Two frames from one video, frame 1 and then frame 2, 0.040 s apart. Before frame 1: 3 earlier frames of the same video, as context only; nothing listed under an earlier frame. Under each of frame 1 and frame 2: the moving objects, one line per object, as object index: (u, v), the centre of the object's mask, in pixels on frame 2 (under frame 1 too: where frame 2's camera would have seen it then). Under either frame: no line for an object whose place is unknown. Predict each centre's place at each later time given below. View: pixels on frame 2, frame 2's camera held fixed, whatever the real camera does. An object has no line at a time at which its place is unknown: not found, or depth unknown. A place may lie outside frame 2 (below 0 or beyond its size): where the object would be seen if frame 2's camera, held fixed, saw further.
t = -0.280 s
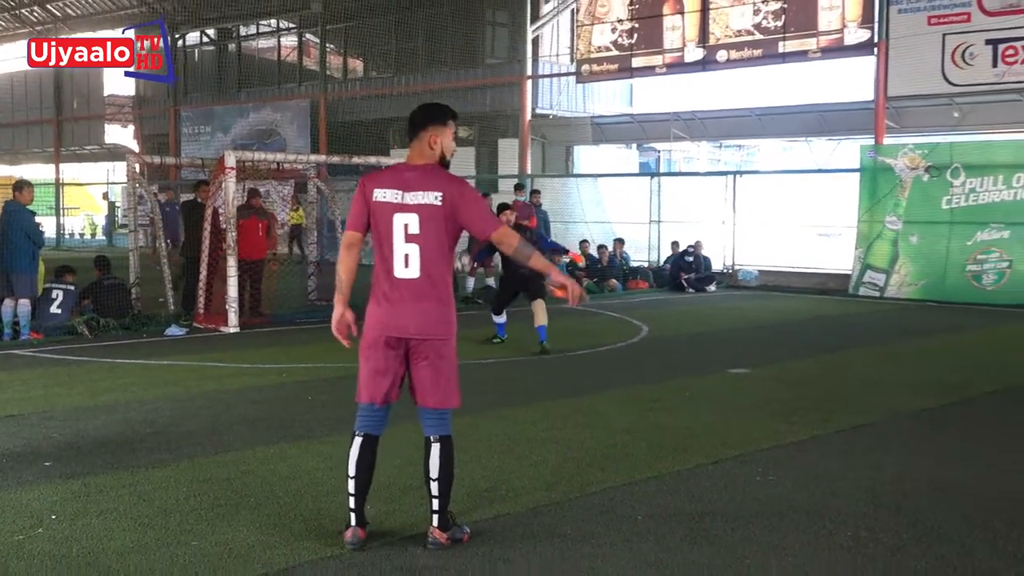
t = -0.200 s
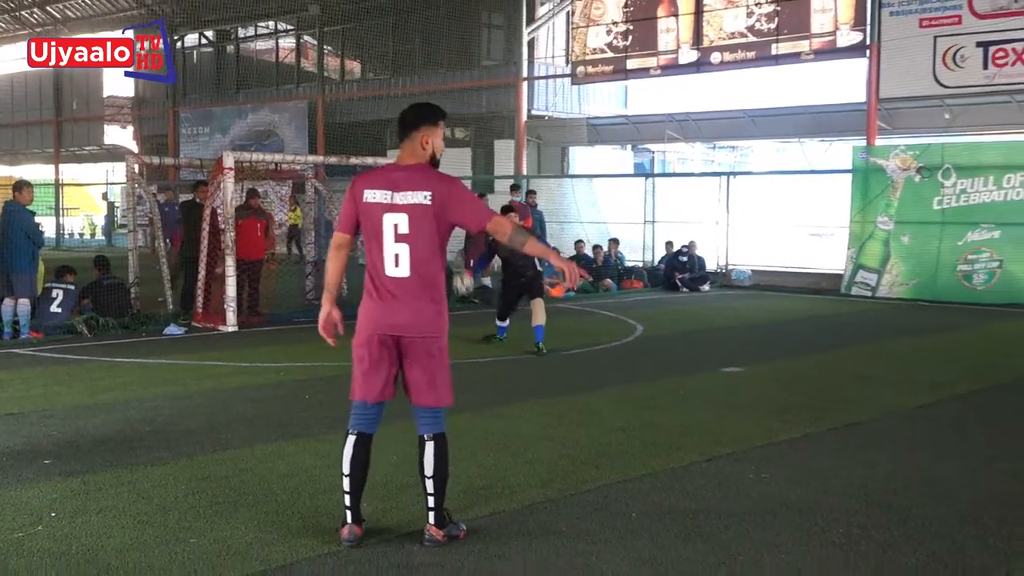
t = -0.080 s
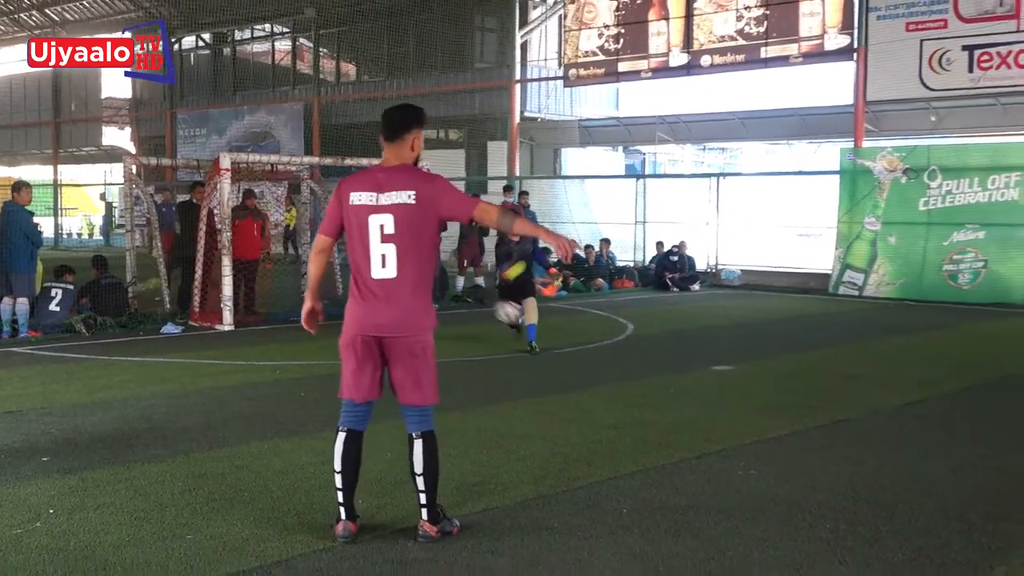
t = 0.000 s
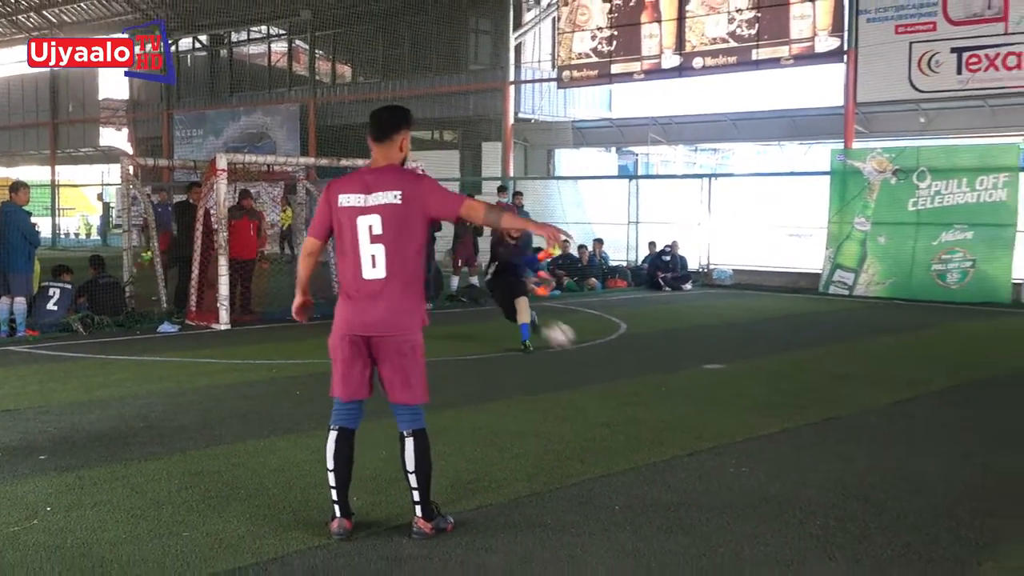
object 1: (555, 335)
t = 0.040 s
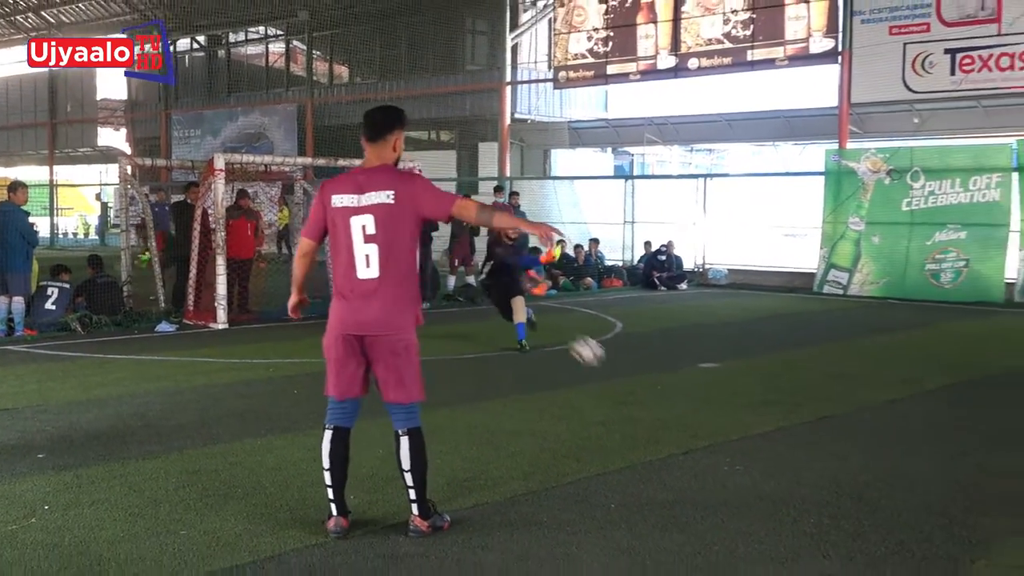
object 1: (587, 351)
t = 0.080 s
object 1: (622, 372)
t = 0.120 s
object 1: (660, 395)
